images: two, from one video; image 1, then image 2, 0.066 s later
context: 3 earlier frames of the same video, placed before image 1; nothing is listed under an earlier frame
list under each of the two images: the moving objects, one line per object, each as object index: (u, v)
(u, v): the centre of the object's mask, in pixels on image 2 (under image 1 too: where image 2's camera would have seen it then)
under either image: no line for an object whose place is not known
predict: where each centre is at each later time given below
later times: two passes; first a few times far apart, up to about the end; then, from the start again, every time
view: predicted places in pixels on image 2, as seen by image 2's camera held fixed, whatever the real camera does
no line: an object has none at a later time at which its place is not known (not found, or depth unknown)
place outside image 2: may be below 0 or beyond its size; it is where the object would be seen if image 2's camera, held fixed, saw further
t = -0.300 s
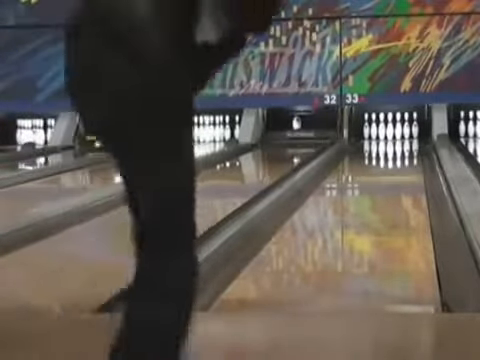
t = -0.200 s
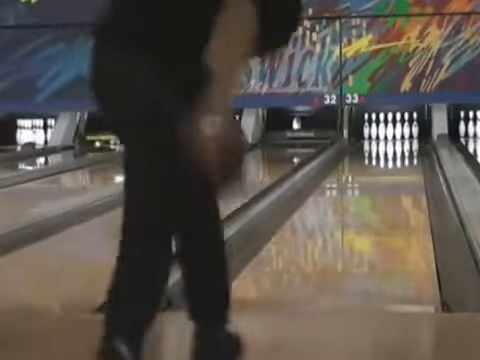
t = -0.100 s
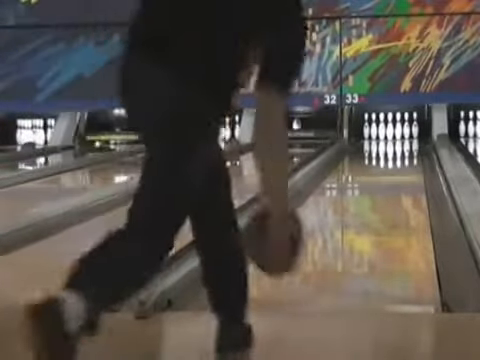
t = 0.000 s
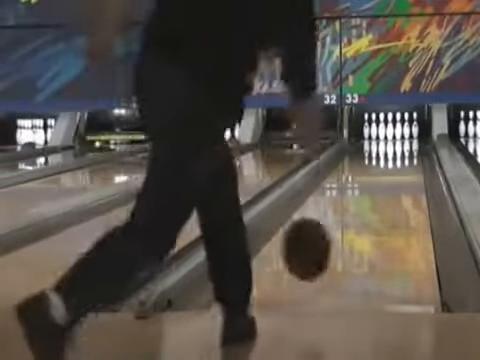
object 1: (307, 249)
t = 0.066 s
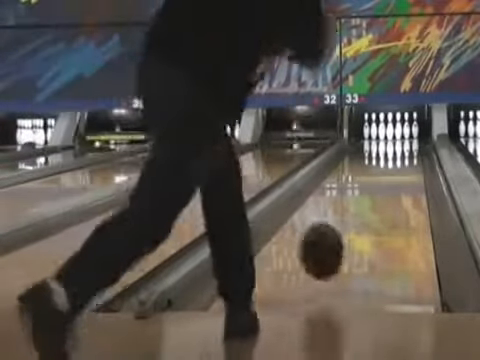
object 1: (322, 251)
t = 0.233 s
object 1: (349, 233)
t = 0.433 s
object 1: (370, 206)
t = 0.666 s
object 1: (386, 185)
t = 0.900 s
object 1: (396, 171)
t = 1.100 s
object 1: (402, 160)
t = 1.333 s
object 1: (406, 151)
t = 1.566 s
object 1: (408, 147)
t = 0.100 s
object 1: (328, 255)
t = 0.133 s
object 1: (334, 250)
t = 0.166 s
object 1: (339, 243)
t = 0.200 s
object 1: (344, 238)
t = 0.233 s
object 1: (349, 233)
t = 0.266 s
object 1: (353, 227)
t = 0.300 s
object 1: (357, 222)
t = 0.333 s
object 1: (360, 217)
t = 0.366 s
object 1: (363, 213)
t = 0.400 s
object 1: (367, 210)
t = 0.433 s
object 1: (370, 206)
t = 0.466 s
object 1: (372, 203)
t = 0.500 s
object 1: (375, 198)
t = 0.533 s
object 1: (377, 195)
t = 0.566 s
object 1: (379, 192)
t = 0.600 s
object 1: (381, 190)
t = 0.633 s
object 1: (384, 187)
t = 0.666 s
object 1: (386, 185)
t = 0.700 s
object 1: (387, 183)
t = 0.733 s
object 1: (389, 181)
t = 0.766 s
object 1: (390, 179)
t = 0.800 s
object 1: (391, 176)
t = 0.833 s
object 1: (393, 174)
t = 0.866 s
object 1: (394, 172)
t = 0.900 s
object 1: (396, 171)
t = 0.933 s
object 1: (397, 168)
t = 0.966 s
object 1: (399, 167)
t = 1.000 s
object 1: (400, 165)
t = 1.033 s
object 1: (401, 163)
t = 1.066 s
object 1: (402, 161)
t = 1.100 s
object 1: (402, 160)
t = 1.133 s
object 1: (403, 158)
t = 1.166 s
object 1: (403, 157)
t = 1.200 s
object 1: (403, 157)
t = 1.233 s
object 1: (404, 155)
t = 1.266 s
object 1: (405, 154)
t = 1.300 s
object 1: (405, 154)
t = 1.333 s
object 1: (406, 151)
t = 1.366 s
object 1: (407, 150)
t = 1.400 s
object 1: (408, 149)
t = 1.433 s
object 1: (408, 149)
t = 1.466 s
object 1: (408, 149)
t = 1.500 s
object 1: (408, 148)
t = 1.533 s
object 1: (408, 147)
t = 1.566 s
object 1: (408, 147)
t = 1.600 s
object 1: (408, 145)
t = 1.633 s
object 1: (409, 146)
